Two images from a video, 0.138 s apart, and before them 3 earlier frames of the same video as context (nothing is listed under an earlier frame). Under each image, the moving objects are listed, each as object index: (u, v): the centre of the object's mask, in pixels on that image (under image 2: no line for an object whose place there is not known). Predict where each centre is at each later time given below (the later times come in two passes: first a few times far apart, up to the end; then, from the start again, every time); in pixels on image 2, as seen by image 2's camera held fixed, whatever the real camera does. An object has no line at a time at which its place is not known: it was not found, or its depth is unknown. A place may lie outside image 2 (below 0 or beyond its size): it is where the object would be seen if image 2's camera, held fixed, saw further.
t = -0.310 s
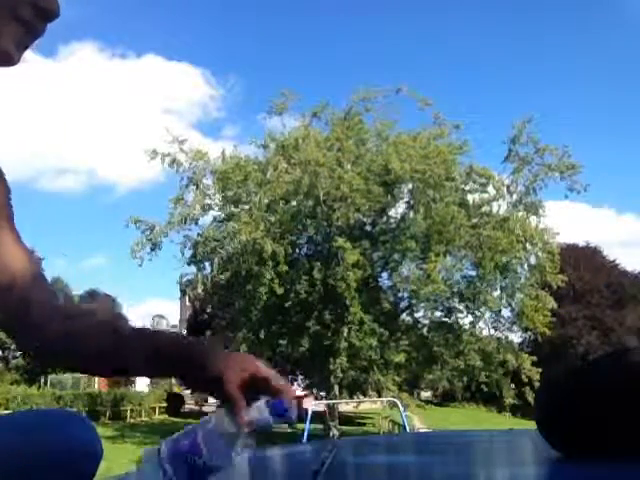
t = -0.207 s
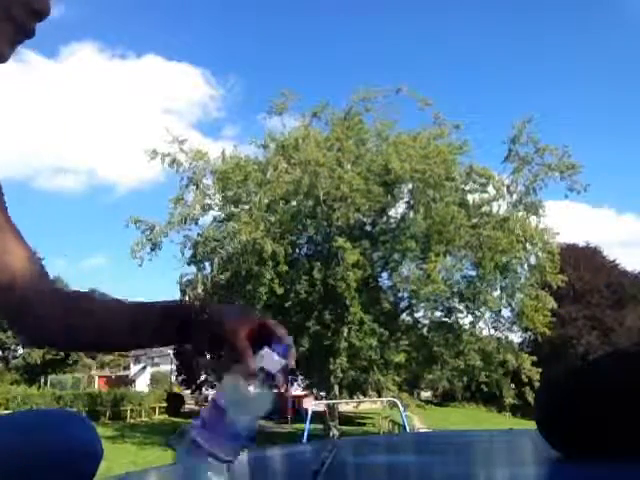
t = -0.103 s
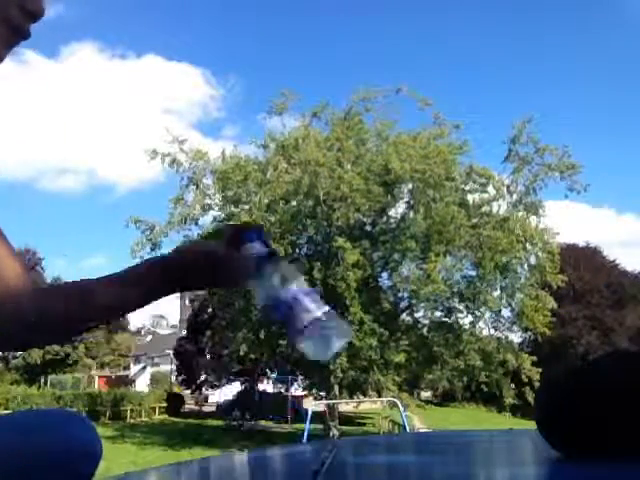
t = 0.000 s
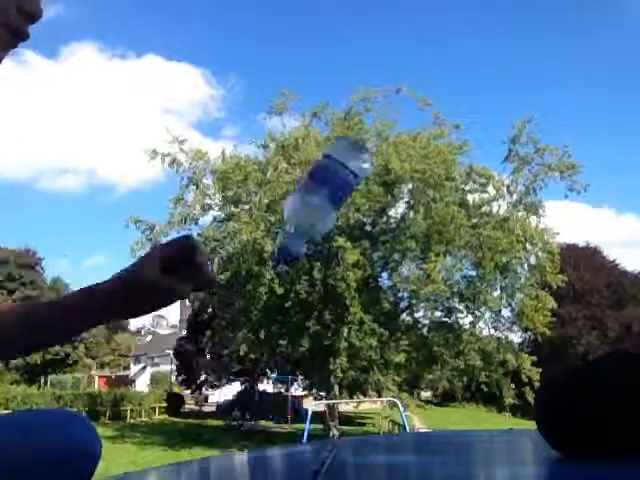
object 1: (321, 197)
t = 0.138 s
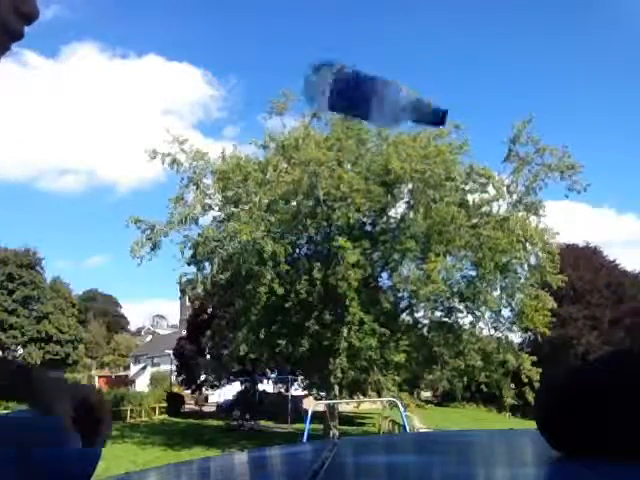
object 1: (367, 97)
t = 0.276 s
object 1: (395, 129)
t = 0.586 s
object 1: (442, 444)
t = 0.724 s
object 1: (441, 443)
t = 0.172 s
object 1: (374, 93)
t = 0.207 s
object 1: (382, 94)
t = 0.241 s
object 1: (387, 107)
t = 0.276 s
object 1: (395, 129)
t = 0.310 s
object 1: (403, 161)
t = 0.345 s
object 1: (413, 203)
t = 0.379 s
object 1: (424, 258)
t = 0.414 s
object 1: (438, 330)
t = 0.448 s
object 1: (447, 411)
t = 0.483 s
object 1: (444, 447)
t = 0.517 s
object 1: (440, 441)
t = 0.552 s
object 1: (442, 445)
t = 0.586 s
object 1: (442, 444)
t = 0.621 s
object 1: (442, 444)
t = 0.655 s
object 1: (441, 443)
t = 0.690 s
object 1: (441, 444)
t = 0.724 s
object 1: (441, 443)
